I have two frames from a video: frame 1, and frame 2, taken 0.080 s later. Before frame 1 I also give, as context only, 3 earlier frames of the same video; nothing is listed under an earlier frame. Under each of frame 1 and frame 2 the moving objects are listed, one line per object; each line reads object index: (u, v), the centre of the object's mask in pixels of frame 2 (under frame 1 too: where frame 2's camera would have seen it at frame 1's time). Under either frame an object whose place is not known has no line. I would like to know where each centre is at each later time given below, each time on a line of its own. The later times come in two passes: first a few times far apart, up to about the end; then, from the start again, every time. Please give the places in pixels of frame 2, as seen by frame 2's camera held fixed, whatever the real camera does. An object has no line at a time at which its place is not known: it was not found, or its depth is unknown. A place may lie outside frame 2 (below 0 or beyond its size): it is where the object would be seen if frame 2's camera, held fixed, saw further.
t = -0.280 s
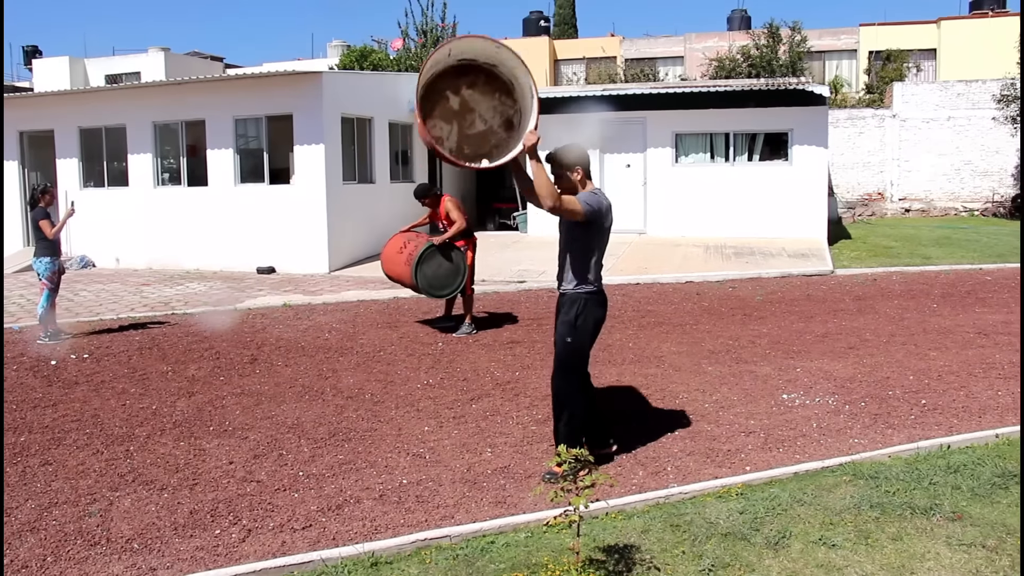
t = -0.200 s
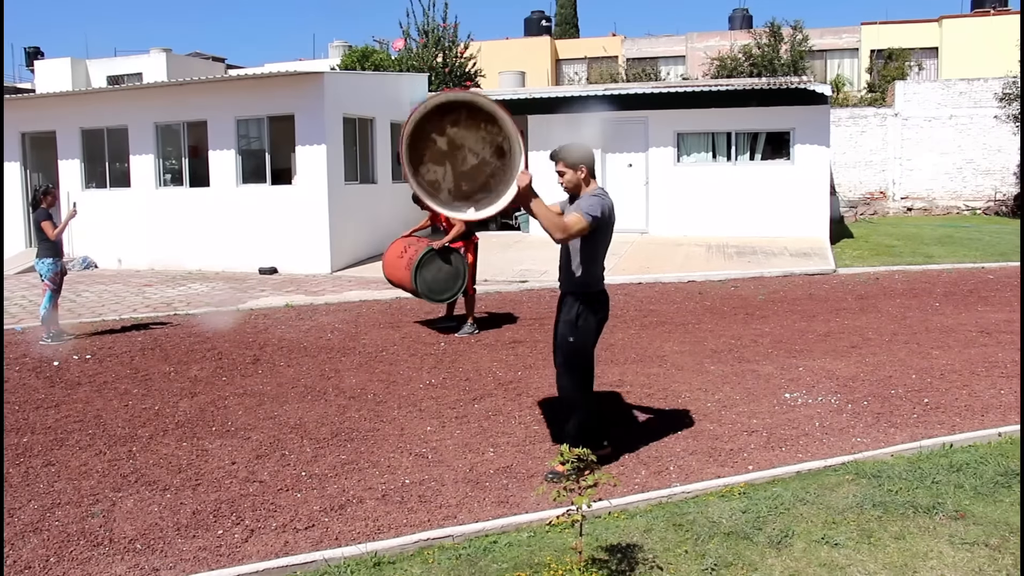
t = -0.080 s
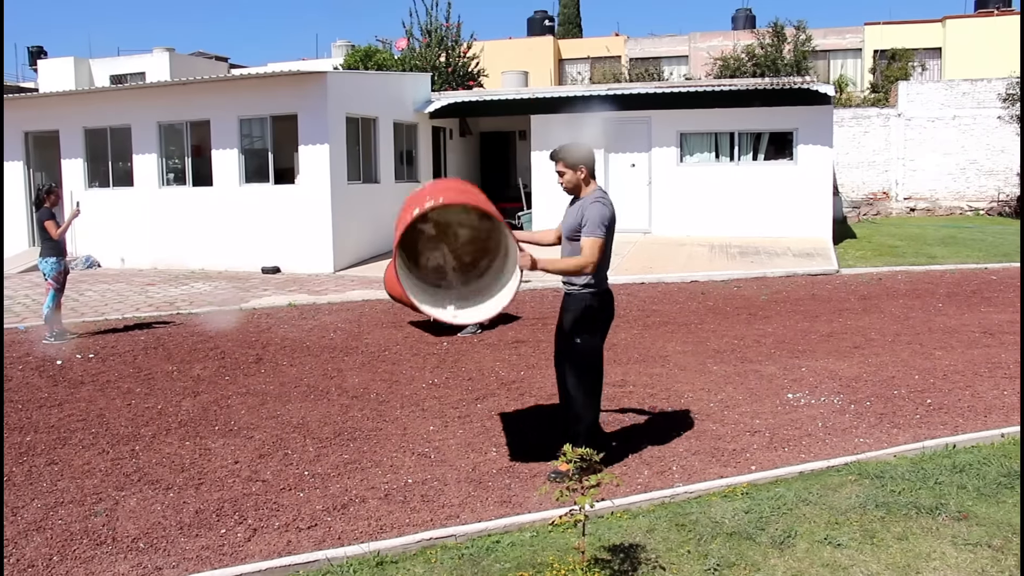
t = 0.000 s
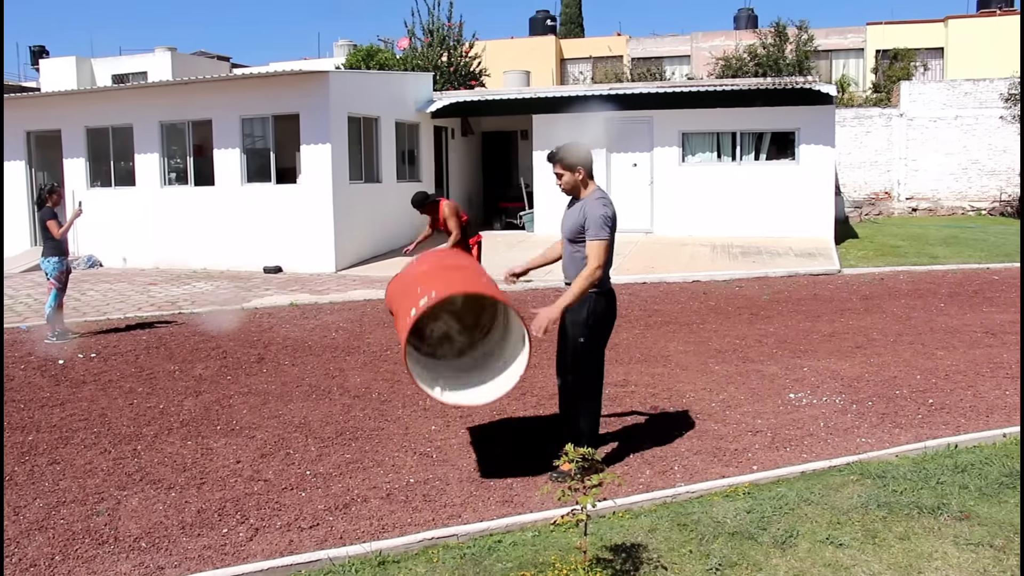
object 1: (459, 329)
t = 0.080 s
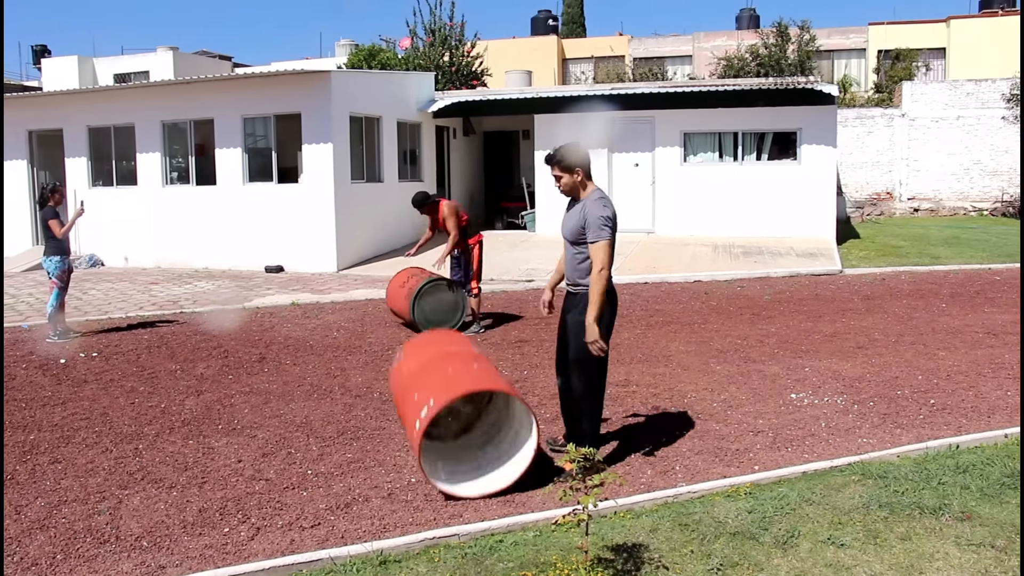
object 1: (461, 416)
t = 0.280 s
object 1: (437, 371)
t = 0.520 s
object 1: (398, 365)
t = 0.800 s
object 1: (374, 360)
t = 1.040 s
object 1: (369, 358)
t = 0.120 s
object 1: (460, 430)
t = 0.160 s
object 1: (454, 412)
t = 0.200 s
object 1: (450, 396)
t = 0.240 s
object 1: (444, 382)
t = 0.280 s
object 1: (437, 371)
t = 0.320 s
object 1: (429, 365)
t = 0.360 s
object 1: (422, 362)
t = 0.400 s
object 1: (415, 363)
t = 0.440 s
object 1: (409, 366)
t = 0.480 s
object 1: (403, 366)
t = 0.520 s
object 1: (398, 365)
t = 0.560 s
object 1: (395, 366)
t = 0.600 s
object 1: (390, 364)
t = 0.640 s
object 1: (386, 363)
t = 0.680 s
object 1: (383, 362)
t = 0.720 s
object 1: (379, 361)
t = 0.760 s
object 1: (376, 360)
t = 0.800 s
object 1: (374, 360)
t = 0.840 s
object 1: (371, 359)
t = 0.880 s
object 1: (370, 359)
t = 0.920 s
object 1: (369, 359)
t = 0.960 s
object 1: (369, 358)
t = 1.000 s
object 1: (368, 358)
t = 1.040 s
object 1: (369, 358)
